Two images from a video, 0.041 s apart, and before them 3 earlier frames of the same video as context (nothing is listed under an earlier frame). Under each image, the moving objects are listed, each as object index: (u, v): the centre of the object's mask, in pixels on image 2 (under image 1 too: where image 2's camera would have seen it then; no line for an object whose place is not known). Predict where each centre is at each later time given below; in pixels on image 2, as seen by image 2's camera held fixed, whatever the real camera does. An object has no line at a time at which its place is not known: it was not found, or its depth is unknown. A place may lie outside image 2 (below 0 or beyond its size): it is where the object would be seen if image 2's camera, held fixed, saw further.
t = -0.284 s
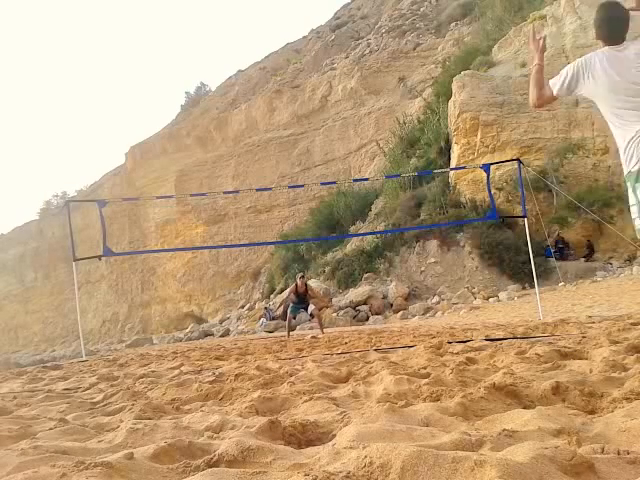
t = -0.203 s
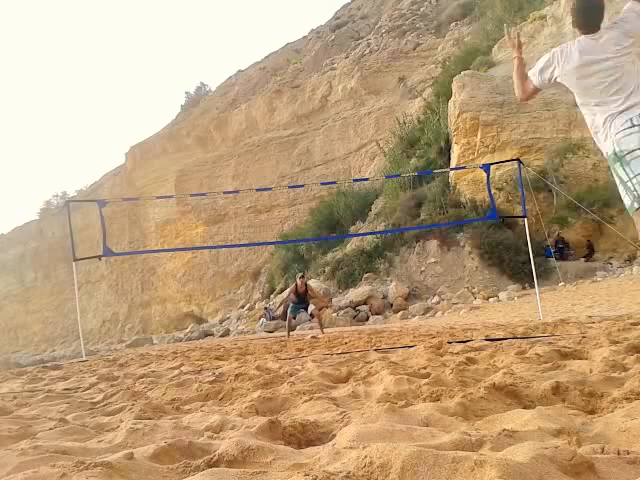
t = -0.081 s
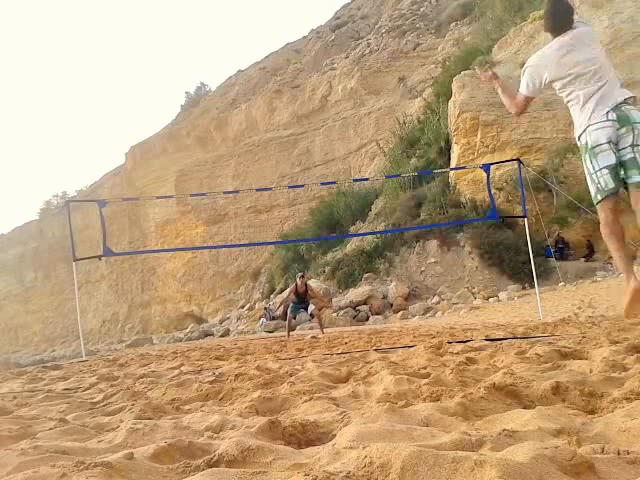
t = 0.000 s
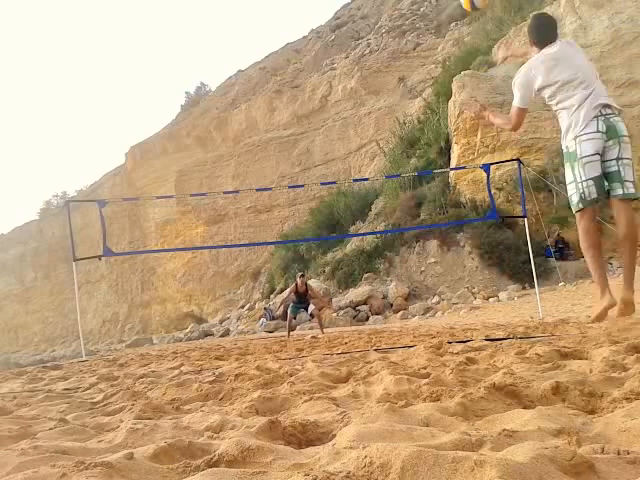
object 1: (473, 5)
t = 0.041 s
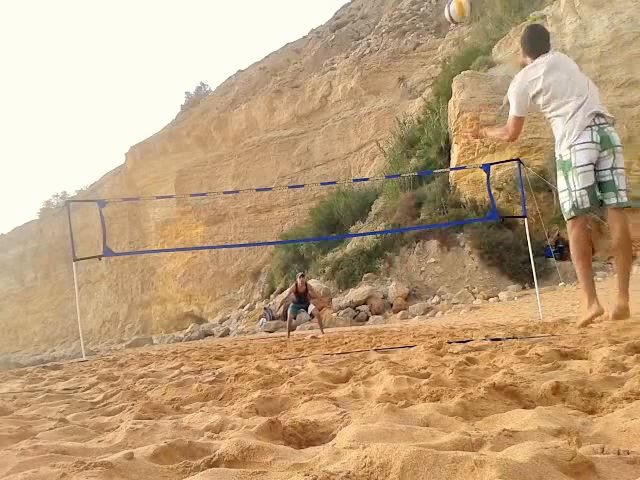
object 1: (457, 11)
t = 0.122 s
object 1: (444, 23)
